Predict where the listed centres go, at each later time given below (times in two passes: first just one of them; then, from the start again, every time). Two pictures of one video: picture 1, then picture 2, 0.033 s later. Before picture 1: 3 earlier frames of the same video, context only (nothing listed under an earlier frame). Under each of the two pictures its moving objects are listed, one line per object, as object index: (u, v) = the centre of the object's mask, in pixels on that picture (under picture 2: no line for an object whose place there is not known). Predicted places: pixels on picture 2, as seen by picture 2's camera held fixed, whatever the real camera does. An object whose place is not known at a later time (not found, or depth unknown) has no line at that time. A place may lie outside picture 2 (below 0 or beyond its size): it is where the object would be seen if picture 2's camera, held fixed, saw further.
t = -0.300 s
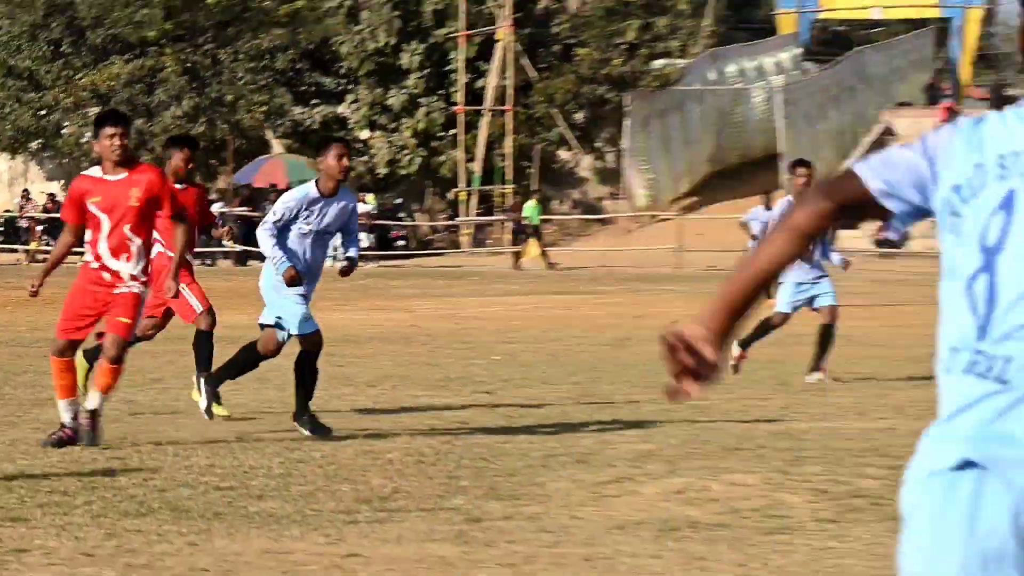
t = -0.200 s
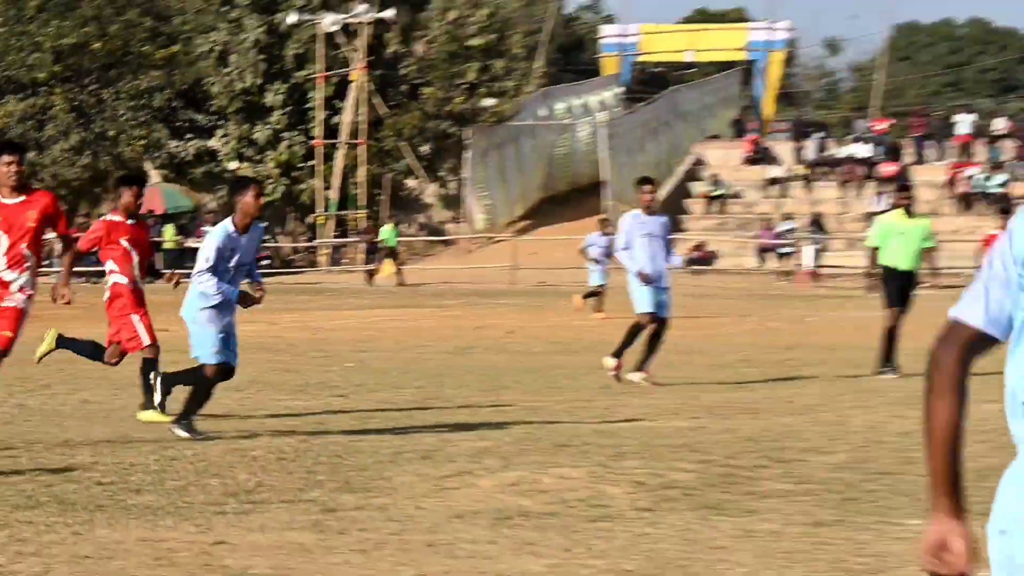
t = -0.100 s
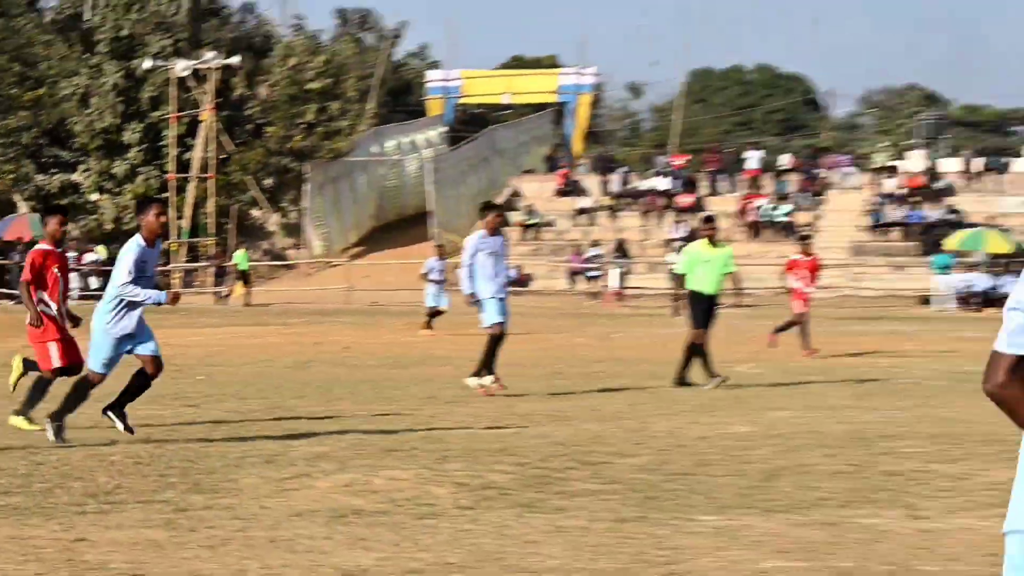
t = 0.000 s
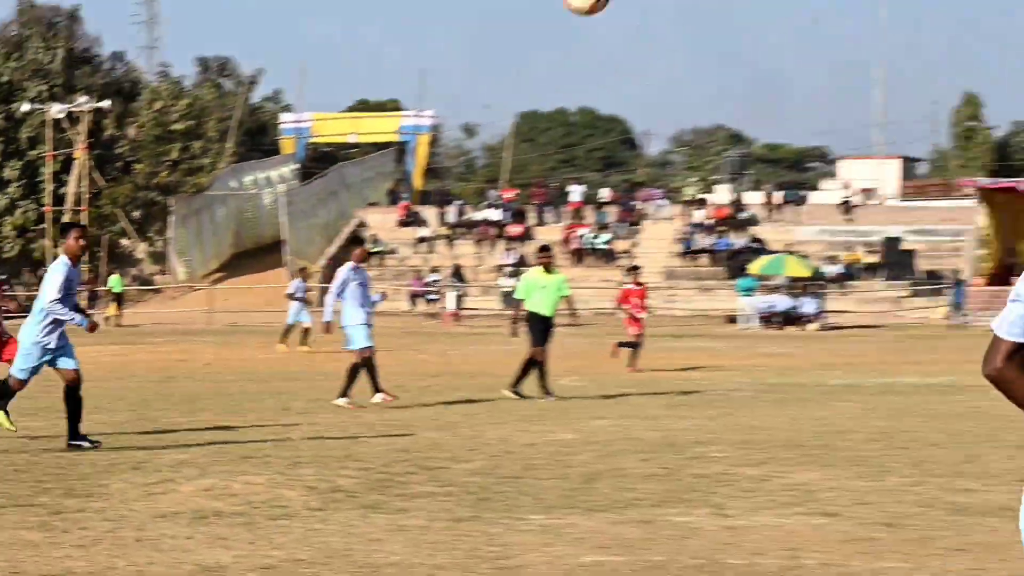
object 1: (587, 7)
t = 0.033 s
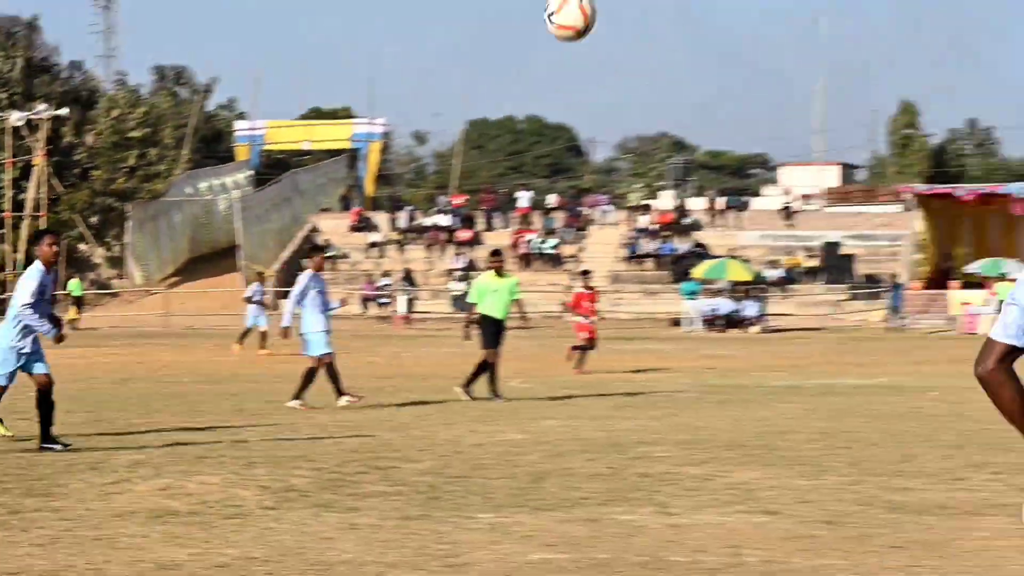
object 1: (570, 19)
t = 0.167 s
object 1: (728, 115)
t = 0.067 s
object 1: (609, 35)
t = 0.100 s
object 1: (649, 59)
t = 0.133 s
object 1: (688, 87)
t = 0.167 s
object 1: (728, 115)
